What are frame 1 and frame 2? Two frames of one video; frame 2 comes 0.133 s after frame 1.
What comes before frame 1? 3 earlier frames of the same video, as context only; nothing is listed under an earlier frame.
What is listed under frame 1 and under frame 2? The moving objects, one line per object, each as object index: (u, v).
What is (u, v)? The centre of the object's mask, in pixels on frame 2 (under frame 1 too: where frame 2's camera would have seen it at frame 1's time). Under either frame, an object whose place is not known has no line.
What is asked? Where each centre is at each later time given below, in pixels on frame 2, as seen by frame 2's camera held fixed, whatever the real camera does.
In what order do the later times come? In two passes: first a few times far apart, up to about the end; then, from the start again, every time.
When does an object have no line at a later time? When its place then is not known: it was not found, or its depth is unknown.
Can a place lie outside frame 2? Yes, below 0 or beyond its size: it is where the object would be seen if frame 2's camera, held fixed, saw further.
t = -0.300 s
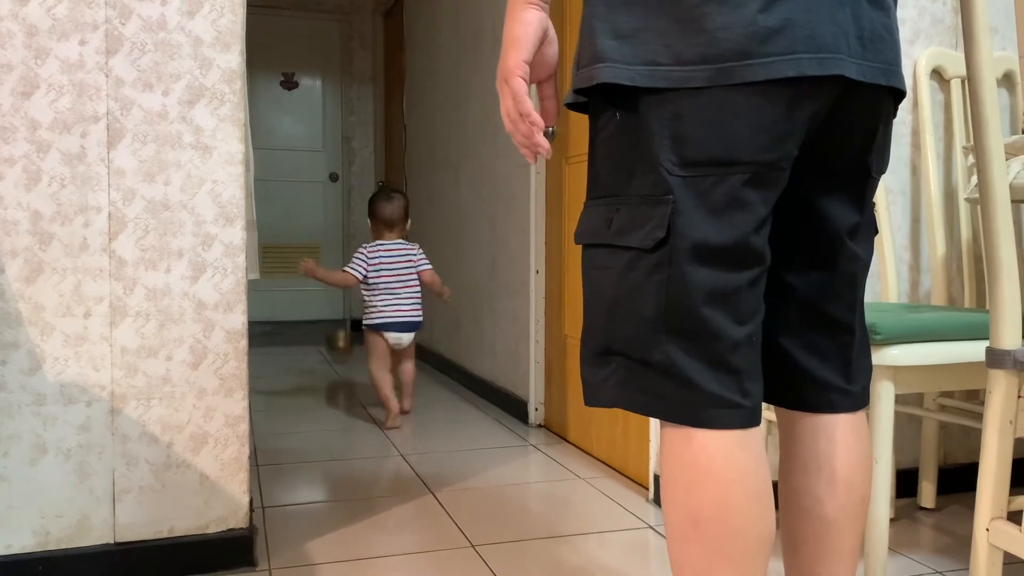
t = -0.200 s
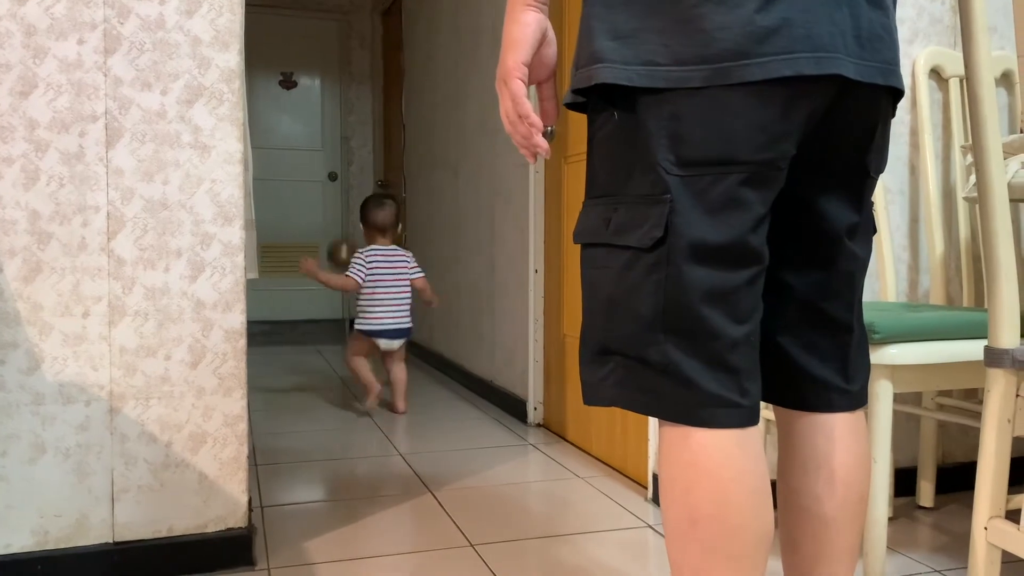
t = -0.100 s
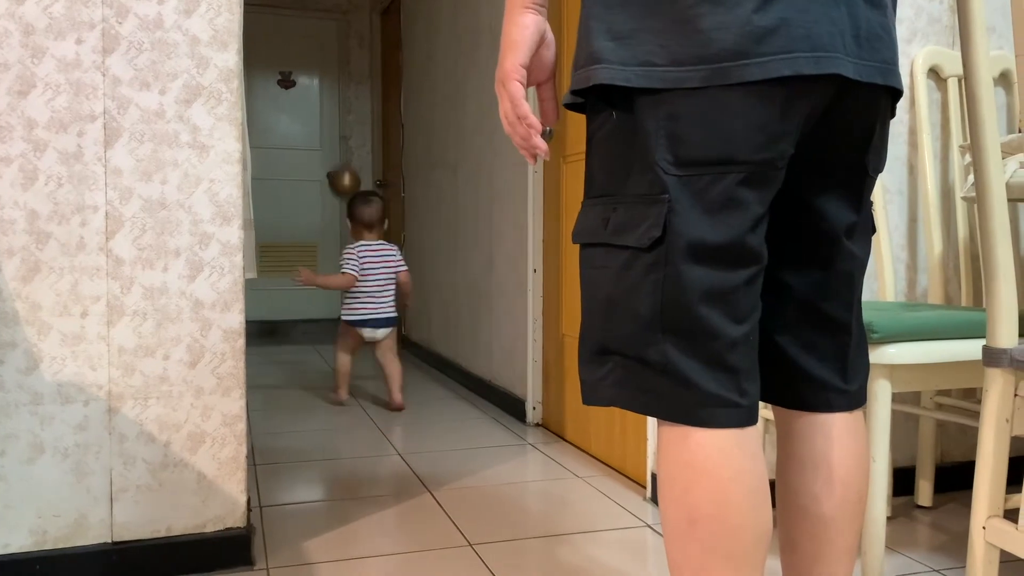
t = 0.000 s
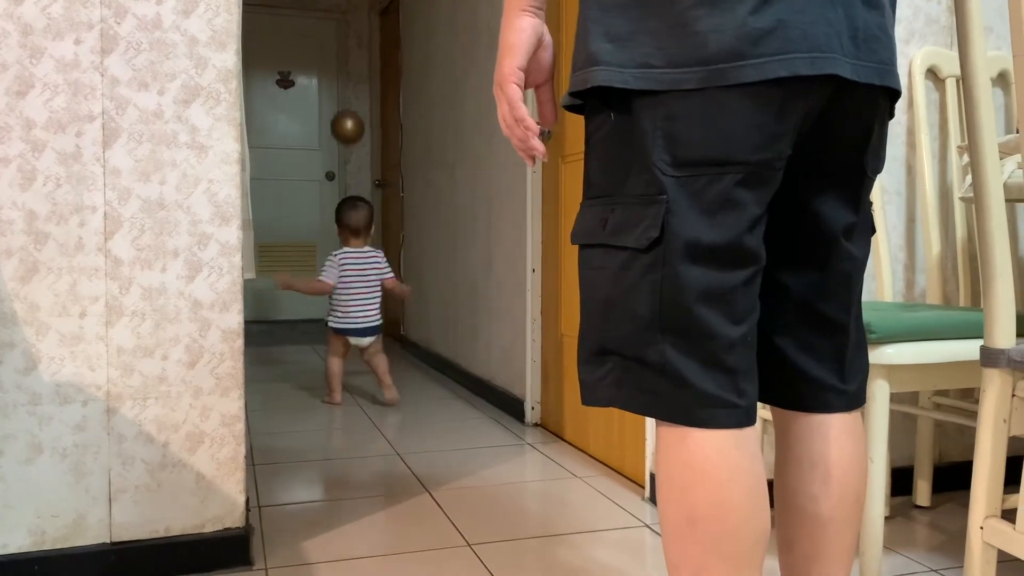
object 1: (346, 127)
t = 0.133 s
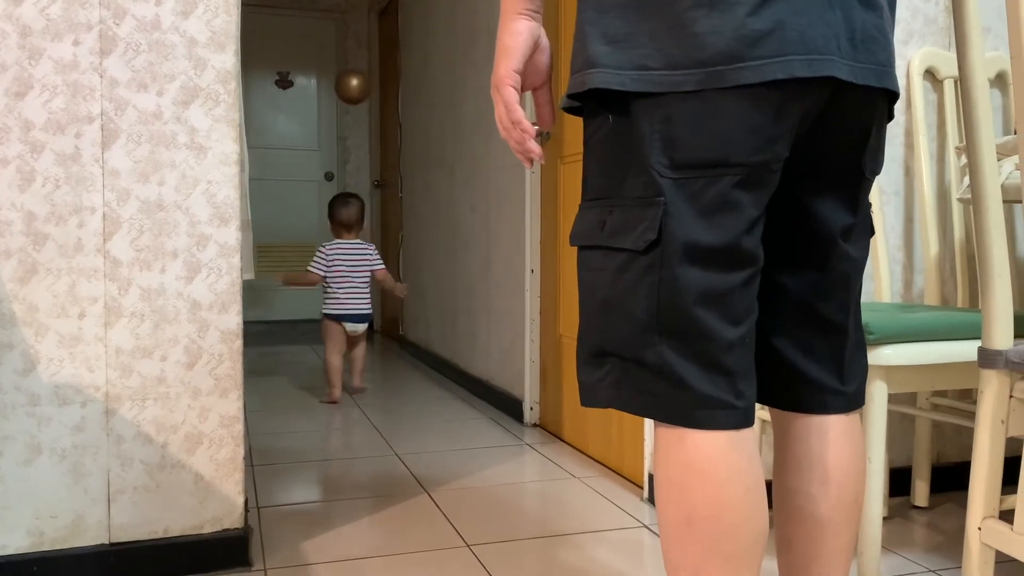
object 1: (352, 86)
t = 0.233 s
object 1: (356, 82)
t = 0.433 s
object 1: (371, 156)
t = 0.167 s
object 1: (353, 83)
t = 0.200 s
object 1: (354, 81)
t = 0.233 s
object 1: (356, 82)
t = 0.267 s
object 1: (359, 86)
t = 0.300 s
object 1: (361, 93)
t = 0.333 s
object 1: (364, 103)
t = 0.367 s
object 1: (366, 117)
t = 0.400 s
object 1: (369, 135)
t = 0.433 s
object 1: (371, 156)
